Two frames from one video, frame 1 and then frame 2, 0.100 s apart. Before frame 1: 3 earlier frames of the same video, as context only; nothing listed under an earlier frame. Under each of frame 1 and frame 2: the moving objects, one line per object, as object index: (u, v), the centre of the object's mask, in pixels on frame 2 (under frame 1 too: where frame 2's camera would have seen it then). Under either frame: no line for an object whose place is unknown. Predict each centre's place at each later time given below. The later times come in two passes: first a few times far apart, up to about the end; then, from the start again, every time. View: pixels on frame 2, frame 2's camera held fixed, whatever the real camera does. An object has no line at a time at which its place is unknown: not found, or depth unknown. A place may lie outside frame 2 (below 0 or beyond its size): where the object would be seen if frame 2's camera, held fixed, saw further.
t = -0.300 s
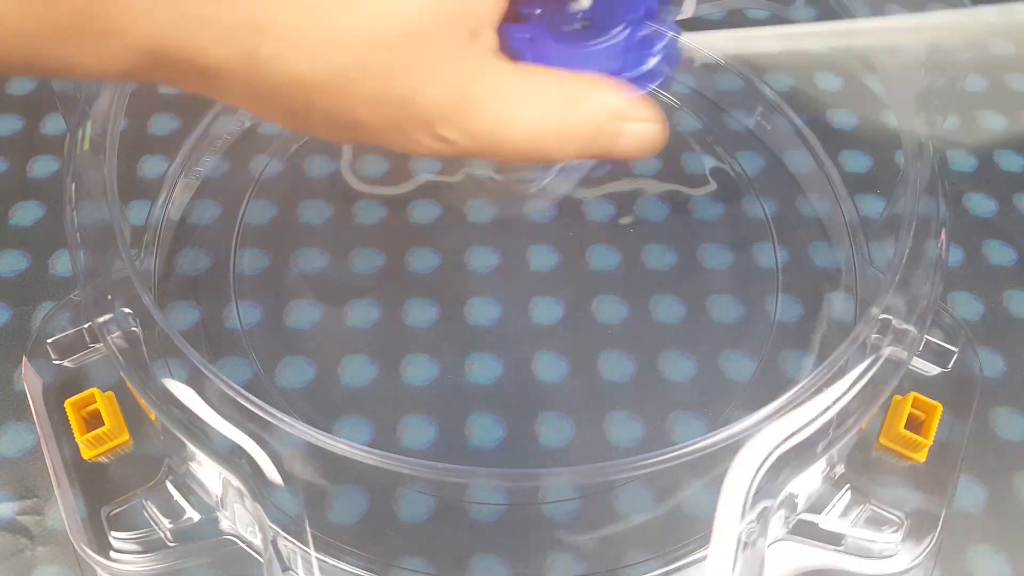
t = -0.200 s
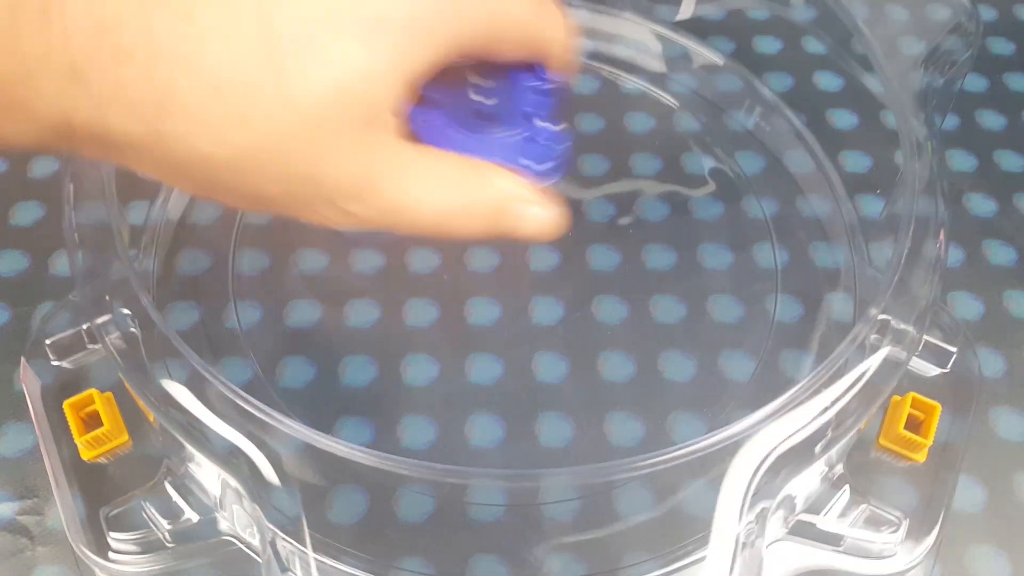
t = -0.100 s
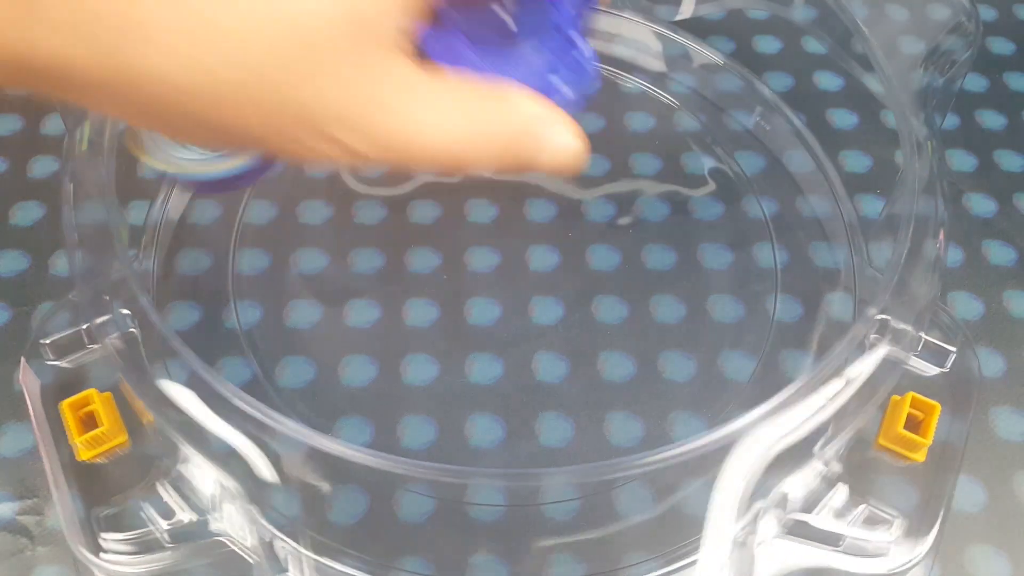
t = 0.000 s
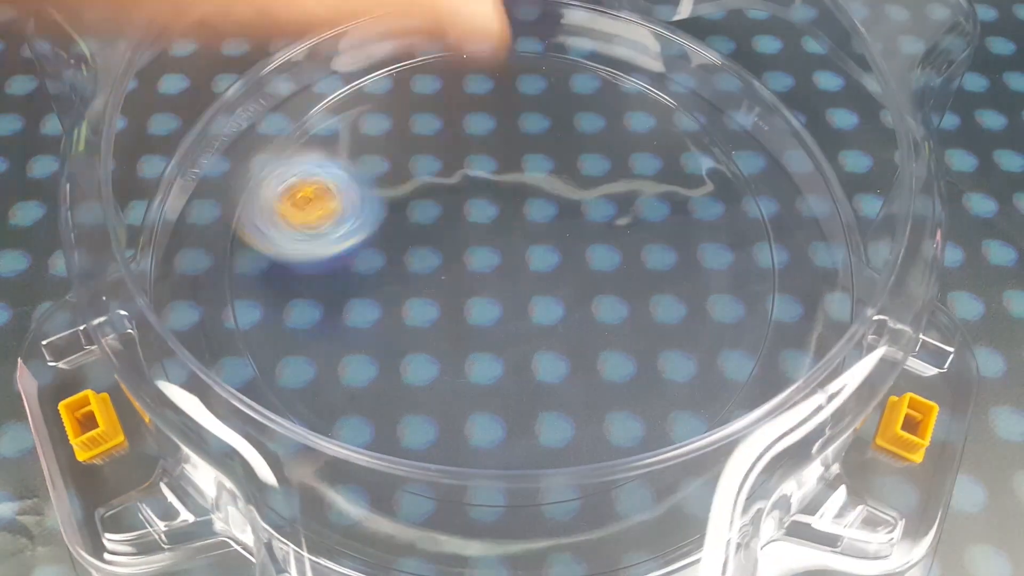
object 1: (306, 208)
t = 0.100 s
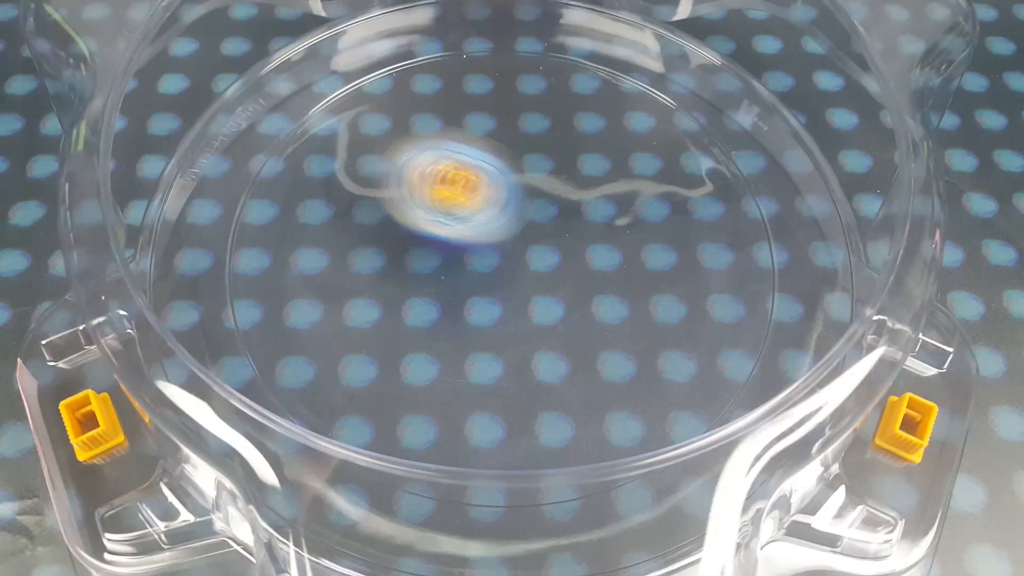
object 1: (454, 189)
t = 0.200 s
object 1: (572, 185)
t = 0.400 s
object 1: (674, 188)
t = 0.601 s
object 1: (617, 256)
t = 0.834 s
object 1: (526, 267)
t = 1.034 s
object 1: (507, 221)
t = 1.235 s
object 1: (533, 207)
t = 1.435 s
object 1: (533, 216)
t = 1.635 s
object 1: (522, 213)
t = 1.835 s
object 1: (511, 212)
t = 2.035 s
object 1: (503, 213)
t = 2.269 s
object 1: (494, 216)
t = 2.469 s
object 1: (489, 221)
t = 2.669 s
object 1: (485, 227)
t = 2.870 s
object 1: (486, 233)
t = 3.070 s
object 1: (489, 236)
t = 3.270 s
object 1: (495, 240)
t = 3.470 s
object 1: (503, 240)
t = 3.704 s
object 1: (507, 238)
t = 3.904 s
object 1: (514, 237)
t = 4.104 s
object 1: (518, 233)
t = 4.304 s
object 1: (519, 229)
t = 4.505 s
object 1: (517, 224)
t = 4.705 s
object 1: (514, 219)
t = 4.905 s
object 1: (508, 217)
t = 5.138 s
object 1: (501, 218)
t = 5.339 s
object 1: (495, 219)
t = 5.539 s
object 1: (490, 223)
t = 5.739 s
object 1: (488, 228)
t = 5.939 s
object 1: (488, 234)
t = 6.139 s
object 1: (493, 238)
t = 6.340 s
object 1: (498, 240)
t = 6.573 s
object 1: (508, 239)
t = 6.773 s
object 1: (517, 237)
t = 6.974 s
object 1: (523, 234)
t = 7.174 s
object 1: (528, 229)
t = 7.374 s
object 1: (527, 225)
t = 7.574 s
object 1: (522, 222)
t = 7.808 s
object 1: (511, 221)
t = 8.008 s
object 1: (503, 221)
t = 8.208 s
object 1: (497, 223)
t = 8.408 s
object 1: (493, 226)
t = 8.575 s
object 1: (494, 230)
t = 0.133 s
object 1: (498, 194)
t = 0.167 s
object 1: (535, 185)
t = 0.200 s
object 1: (572, 185)
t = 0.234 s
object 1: (605, 181)
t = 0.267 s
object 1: (634, 176)
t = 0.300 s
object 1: (656, 177)
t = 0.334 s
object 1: (668, 179)
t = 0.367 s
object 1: (674, 182)
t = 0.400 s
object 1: (674, 188)
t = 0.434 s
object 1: (669, 197)
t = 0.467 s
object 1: (661, 208)
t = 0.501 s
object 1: (650, 220)
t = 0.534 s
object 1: (638, 233)
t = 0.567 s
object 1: (628, 247)
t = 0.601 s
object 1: (617, 256)
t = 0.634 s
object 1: (604, 266)
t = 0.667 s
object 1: (589, 273)
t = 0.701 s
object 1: (575, 276)
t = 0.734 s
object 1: (563, 277)
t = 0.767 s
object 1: (550, 275)
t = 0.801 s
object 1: (537, 272)
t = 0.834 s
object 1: (526, 267)
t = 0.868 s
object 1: (518, 261)
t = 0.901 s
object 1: (513, 252)
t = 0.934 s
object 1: (509, 244)
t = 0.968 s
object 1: (505, 235)
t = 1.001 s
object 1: (504, 227)
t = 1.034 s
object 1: (507, 221)
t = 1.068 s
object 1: (511, 215)
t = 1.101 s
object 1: (517, 210)
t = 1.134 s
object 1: (523, 207)
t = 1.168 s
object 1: (527, 205)
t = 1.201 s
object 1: (531, 206)
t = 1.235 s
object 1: (533, 207)
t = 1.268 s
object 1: (535, 209)
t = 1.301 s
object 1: (535, 211)
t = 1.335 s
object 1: (535, 213)
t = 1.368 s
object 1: (534, 215)
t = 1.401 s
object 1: (534, 216)
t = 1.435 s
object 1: (533, 216)
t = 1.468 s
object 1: (532, 217)
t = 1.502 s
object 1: (530, 216)
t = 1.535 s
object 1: (528, 215)
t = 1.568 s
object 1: (526, 214)
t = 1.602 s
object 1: (524, 213)
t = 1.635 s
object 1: (522, 213)
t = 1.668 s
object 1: (519, 213)
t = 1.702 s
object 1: (517, 212)
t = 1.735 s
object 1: (515, 212)
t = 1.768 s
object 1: (514, 212)
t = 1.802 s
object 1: (512, 211)
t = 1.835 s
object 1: (511, 212)
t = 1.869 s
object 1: (509, 212)
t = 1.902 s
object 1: (508, 212)
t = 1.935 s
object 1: (507, 212)
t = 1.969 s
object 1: (505, 212)
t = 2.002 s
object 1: (504, 212)
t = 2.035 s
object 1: (503, 213)
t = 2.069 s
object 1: (501, 212)
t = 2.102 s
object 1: (500, 214)
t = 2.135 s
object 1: (499, 214)
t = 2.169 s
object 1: (498, 214)
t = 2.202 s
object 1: (496, 215)
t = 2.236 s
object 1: (495, 216)
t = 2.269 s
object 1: (494, 216)
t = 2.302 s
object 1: (493, 217)
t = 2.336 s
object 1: (492, 218)
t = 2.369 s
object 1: (491, 219)
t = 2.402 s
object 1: (491, 220)
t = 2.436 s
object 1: (490, 220)
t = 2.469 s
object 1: (489, 221)
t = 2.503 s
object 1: (488, 222)
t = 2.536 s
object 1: (487, 223)
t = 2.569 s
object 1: (487, 224)
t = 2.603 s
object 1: (486, 225)
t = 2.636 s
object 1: (485, 226)
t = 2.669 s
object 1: (485, 227)
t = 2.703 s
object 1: (485, 228)
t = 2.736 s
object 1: (485, 229)
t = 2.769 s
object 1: (485, 230)
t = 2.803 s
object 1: (485, 231)
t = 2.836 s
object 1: (485, 232)
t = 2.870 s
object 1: (486, 233)
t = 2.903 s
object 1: (486, 234)
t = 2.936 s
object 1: (487, 234)
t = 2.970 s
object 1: (487, 234)
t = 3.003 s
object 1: (488, 234)
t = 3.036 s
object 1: (488, 236)
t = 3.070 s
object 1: (489, 236)
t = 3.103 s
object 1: (490, 237)
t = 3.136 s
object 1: (491, 238)
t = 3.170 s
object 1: (492, 238)
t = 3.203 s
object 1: (493, 239)
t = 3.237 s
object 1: (494, 239)
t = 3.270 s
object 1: (495, 240)
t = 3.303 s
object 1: (496, 240)
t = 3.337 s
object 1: (498, 240)
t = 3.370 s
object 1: (499, 240)
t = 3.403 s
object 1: (500, 240)
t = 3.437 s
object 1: (501, 241)
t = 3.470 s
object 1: (503, 240)
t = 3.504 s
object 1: (504, 240)
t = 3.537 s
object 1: (505, 240)
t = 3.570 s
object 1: (505, 239)
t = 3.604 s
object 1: (506, 238)
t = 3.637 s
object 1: (506, 238)
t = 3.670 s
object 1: (507, 238)
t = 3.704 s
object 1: (507, 238)
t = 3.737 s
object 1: (508, 238)
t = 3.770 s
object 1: (510, 238)
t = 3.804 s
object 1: (511, 238)
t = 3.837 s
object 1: (512, 238)
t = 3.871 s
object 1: (513, 238)
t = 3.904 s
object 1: (514, 237)
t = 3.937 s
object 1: (515, 236)
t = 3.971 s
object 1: (515, 236)
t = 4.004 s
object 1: (516, 235)
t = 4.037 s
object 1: (516, 235)
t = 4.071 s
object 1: (517, 235)
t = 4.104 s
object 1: (518, 233)
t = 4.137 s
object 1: (518, 233)
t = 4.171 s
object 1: (518, 232)
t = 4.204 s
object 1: (519, 231)
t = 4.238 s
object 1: (519, 230)
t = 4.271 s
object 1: (519, 229)
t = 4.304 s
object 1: (519, 229)
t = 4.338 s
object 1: (519, 227)
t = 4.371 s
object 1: (519, 226)
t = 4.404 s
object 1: (518, 225)
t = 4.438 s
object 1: (518, 225)
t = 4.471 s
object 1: (518, 224)
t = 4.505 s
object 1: (517, 224)
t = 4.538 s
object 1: (517, 222)
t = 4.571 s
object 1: (516, 222)
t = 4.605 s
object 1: (516, 221)
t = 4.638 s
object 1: (515, 220)
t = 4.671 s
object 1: (515, 220)
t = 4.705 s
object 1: (514, 219)
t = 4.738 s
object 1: (513, 219)
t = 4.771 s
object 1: (512, 218)
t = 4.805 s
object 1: (511, 218)
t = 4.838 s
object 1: (510, 217)
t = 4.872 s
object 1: (509, 217)
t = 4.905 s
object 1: (508, 217)
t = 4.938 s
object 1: (507, 216)
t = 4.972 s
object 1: (506, 216)
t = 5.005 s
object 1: (505, 217)
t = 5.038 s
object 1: (504, 217)
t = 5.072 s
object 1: (503, 217)
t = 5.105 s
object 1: (502, 217)
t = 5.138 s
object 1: (501, 218)
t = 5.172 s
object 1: (500, 218)
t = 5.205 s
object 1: (499, 217)
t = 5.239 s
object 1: (498, 218)
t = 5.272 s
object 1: (497, 218)
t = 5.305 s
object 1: (496, 219)
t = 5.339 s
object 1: (495, 219)
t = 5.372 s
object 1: (494, 219)
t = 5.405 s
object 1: (493, 220)
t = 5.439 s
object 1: (492, 221)
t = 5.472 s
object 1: (492, 221)
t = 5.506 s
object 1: (491, 222)
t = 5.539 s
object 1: (490, 223)
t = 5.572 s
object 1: (489, 224)
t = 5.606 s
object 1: (489, 224)
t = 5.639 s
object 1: (489, 225)
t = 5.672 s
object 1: (488, 226)
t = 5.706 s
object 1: (488, 228)
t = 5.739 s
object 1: (488, 228)
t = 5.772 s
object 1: (488, 229)
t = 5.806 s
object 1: (487, 230)
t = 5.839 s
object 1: (488, 231)
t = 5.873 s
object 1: (488, 232)
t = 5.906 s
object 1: (488, 233)
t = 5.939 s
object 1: (488, 234)
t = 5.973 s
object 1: (489, 234)
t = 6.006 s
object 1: (489, 235)
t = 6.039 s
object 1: (490, 236)
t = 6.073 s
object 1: (491, 237)
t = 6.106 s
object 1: (492, 238)
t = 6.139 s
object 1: (493, 238)
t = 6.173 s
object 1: (493, 239)
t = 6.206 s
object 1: (494, 239)
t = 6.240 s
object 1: (495, 240)
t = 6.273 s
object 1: (496, 240)
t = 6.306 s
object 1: (497, 240)
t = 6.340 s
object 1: (498, 240)
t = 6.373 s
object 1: (499, 240)
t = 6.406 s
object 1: (501, 240)
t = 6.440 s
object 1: (502, 240)
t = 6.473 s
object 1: (504, 240)
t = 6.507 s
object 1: (505, 240)
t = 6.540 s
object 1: (507, 240)
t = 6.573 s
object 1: (508, 239)
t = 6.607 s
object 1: (510, 239)
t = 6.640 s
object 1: (511, 239)
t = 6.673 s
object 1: (513, 238)
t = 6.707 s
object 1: (514, 238)
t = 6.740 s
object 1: (515, 237)
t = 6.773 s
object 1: (517, 237)
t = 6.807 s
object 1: (518, 236)
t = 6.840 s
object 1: (519, 236)
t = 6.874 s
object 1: (520, 236)
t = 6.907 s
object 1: (521, 235)
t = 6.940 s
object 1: (522, 235)
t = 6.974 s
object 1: (523, 234)
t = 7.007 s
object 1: (524, 233)
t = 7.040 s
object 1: (525, 233)
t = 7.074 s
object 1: (526, 232)
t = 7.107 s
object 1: (527, 231)
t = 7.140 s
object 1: (527, 230)
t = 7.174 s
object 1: (528, 229)
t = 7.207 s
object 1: (528, 229)
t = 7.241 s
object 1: (528, 228)
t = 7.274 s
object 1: (528, 227)
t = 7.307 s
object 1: (528, 226)
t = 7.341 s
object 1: (528, 226)
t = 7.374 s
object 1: (527, 225)
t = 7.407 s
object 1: (527, 225)
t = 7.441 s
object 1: (526, 224)
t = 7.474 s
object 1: (526, 224)
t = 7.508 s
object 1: (525, 223)
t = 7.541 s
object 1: (524, 223)
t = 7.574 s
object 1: (522, 222)
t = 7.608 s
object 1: (521, 222)
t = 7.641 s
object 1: (519, 222)
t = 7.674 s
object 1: (518, 221)
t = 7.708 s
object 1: (516, 221)
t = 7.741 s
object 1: (514, 221)
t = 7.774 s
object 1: (512, 221)
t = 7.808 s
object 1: (511, 221)
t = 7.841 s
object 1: (509, 222)
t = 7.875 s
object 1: (508, 222)
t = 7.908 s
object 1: (506, 222)
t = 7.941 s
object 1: (505, 222)
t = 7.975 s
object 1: (504, 221)
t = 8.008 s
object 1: (503, 221)
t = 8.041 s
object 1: (502, 221)
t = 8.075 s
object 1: (501, 222)
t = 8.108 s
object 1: (500, 222)
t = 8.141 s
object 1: (498, 222)
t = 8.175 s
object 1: (498, 223)
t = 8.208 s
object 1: (497, 223)
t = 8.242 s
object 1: (496, 224)
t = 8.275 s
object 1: (496, 224)
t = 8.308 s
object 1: (495, 224)
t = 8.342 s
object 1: (495, 225)
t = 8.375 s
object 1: (494, 225)
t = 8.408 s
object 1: (493, 226)
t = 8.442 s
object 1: (493, 227)
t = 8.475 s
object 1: (493, 228)
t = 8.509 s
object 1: (493, 229)
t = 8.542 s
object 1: (493, 230)
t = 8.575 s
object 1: (494, 230)
